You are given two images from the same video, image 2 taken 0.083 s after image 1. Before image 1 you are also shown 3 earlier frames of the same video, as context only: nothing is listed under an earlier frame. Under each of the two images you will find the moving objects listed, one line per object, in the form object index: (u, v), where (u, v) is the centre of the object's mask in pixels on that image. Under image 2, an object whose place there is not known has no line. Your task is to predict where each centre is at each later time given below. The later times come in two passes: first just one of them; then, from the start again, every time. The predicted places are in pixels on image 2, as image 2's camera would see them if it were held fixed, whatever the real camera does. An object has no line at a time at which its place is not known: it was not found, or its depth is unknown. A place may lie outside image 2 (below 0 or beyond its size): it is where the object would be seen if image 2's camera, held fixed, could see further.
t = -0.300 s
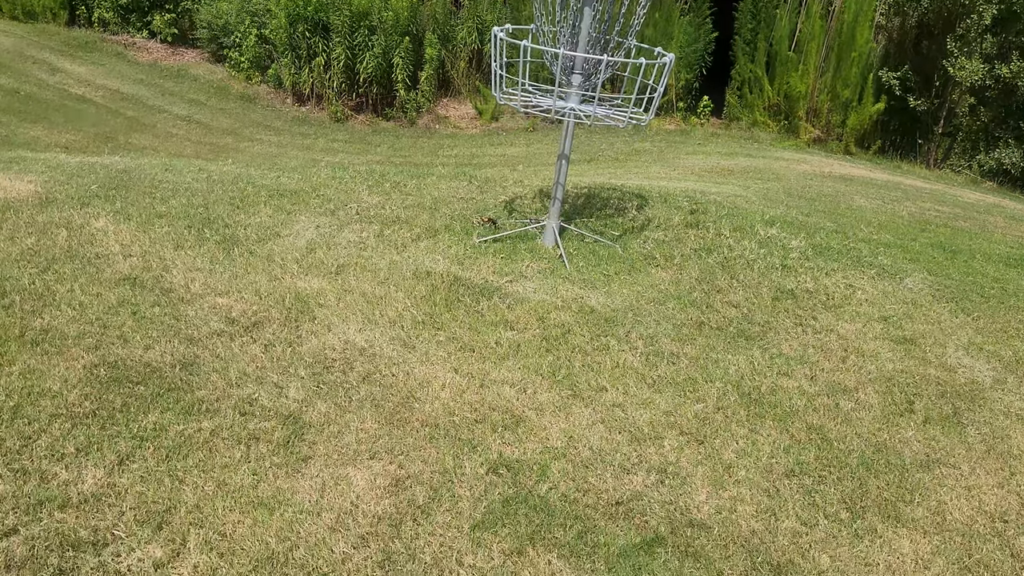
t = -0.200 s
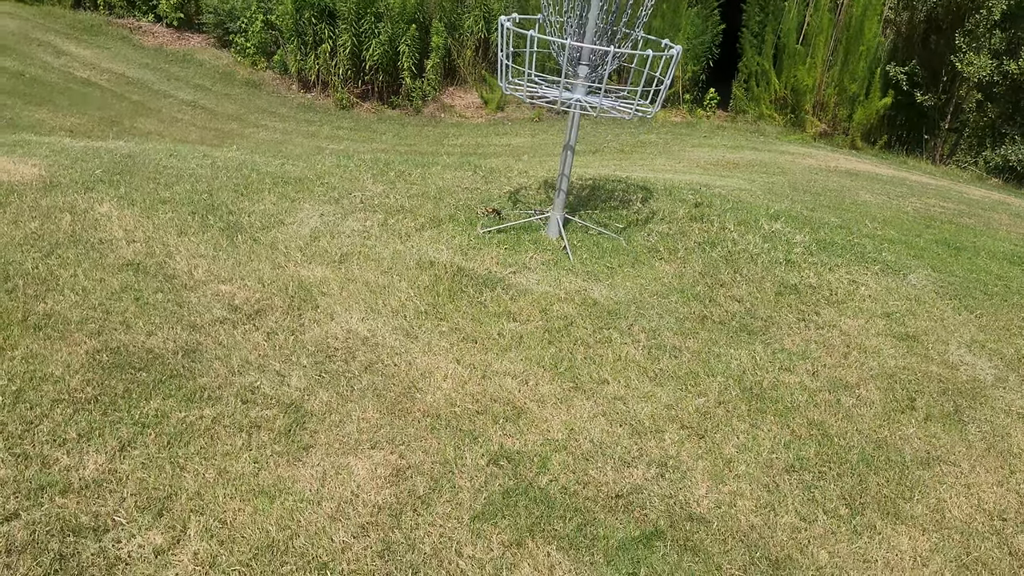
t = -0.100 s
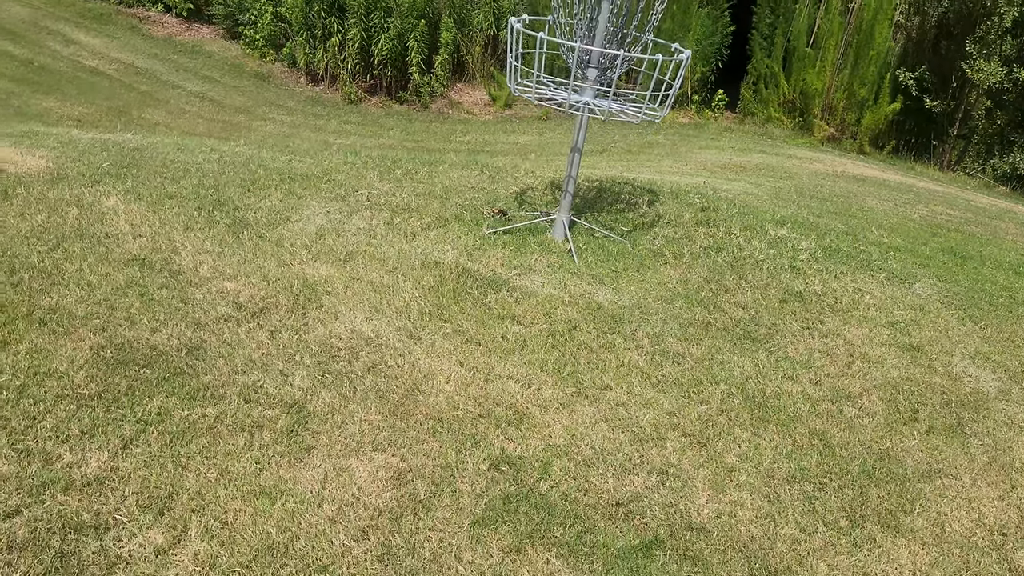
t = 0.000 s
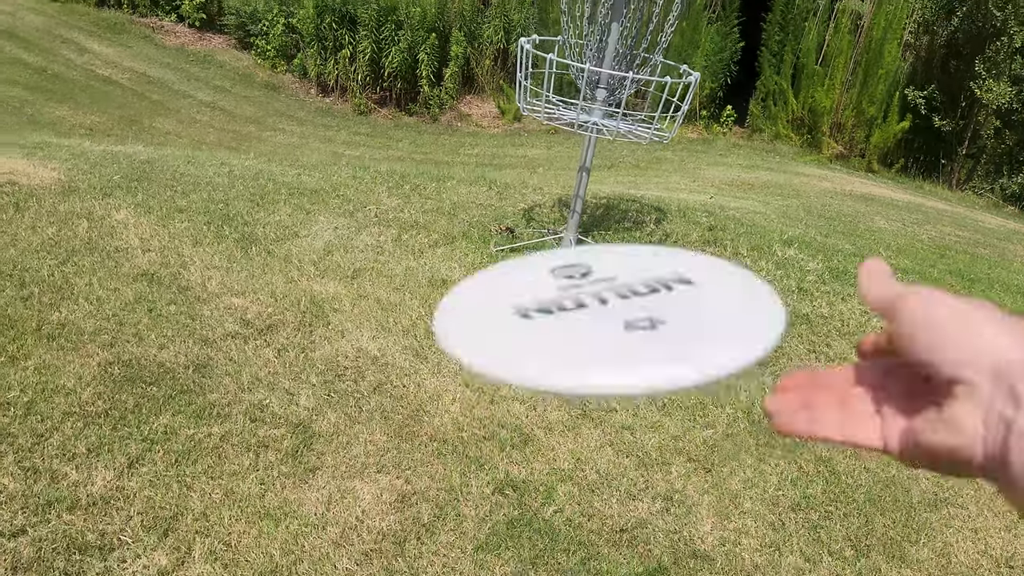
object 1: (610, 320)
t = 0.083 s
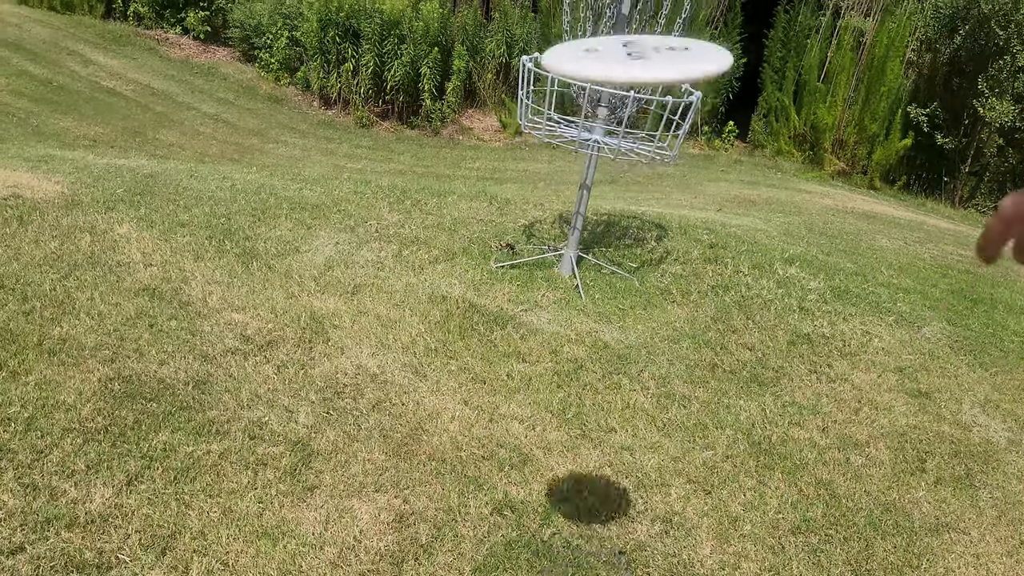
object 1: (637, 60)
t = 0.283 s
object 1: (630, -11)
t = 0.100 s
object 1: (638, 38)
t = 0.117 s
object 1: (640, 21)
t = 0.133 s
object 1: (640, 8)
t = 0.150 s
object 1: (640, -2)
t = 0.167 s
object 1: (640, -7)
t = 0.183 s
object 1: (639, -12)
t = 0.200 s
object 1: (638, -14)
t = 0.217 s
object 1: (636, -15)
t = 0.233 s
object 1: (635, -15)
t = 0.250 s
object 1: (634, -14)
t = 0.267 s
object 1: (632, -13)
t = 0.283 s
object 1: (630, -11)
